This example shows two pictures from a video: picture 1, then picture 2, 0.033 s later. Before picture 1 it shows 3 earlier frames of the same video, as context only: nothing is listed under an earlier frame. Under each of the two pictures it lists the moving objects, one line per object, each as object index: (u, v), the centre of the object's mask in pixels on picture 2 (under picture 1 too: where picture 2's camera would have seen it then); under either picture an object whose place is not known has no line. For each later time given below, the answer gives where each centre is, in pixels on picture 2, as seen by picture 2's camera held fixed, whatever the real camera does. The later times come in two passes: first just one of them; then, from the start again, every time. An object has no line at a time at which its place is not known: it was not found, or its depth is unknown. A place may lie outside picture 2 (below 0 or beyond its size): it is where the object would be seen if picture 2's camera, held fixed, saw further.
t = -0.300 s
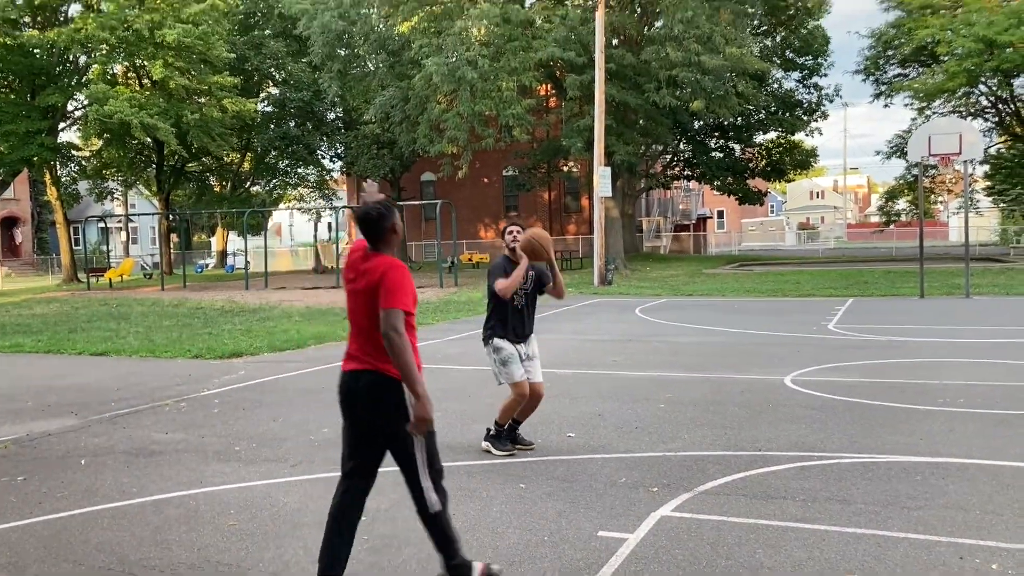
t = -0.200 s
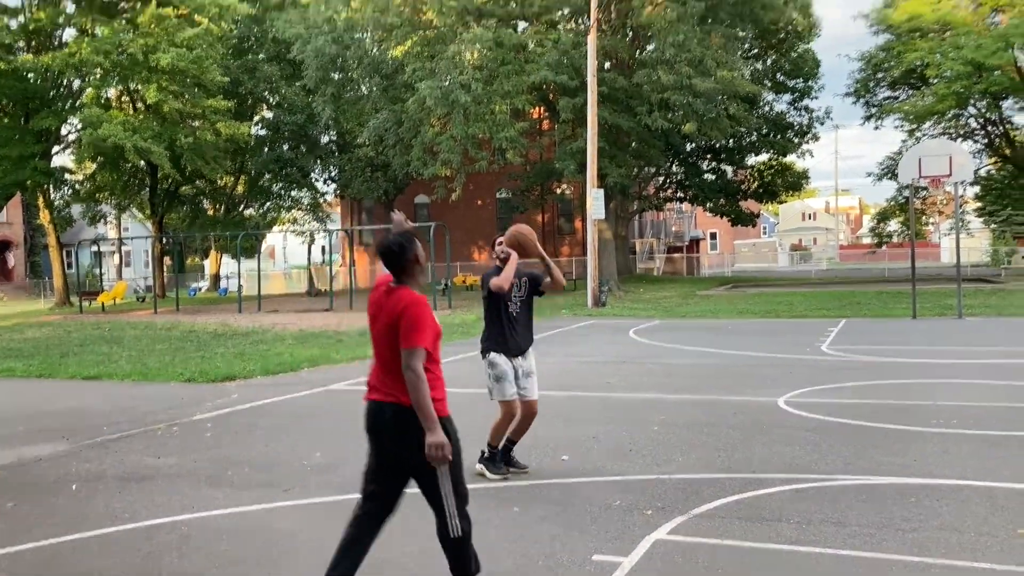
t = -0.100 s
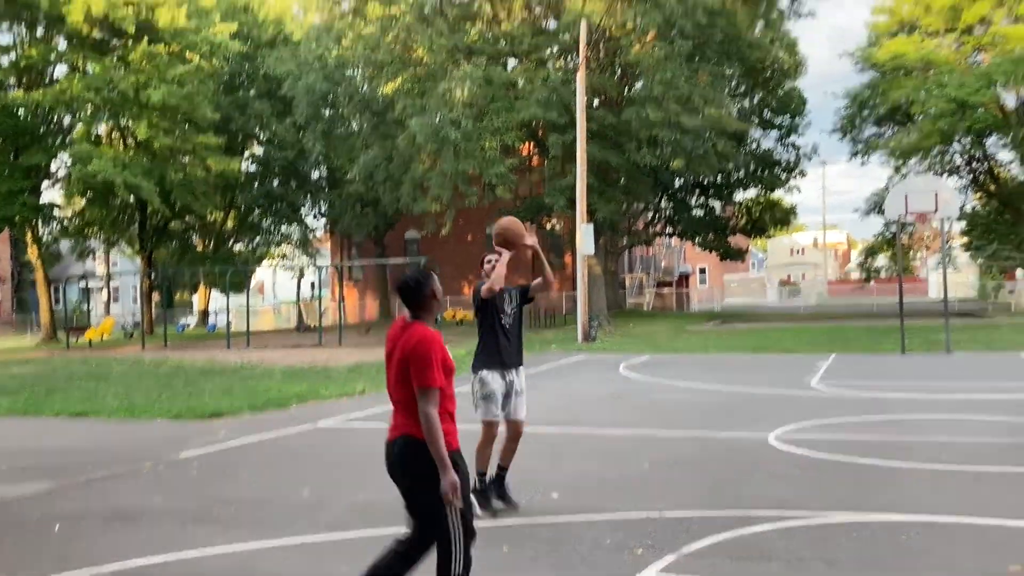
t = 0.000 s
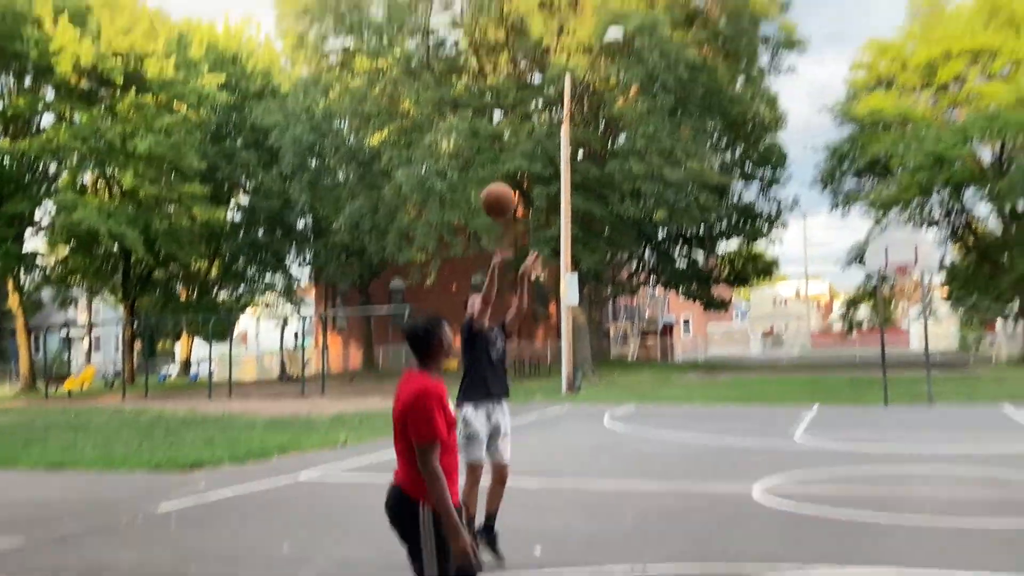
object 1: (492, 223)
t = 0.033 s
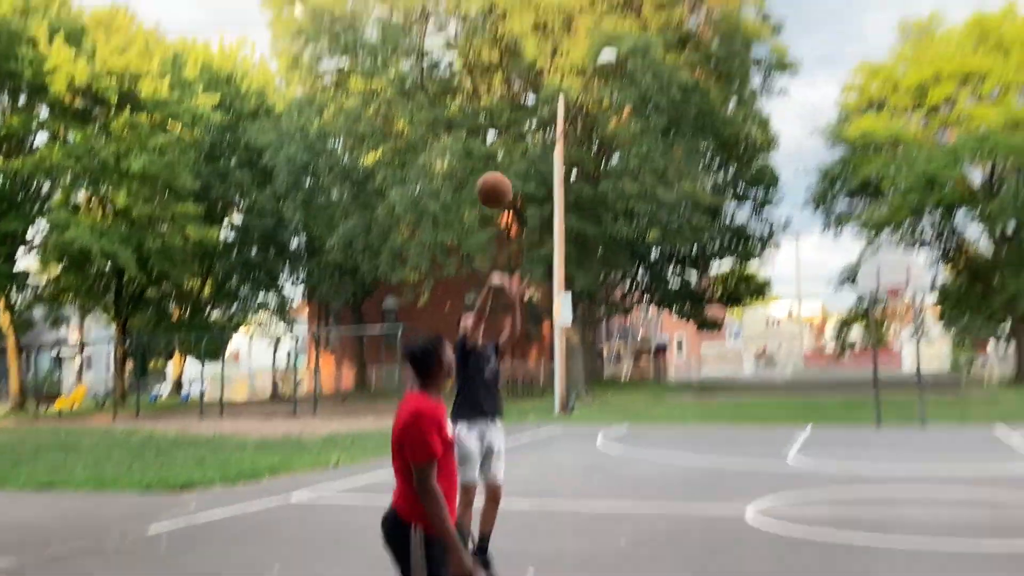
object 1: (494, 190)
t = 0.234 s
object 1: (512, 11)
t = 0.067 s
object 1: (497, 159)
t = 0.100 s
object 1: (499, 128)
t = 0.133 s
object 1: (502, 97)
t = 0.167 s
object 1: (505, 68)
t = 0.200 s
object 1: (508, 40)
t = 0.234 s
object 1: (512, 11)
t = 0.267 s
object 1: (515, -17)
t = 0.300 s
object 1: (519, -45)
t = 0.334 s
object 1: (522, -73)
